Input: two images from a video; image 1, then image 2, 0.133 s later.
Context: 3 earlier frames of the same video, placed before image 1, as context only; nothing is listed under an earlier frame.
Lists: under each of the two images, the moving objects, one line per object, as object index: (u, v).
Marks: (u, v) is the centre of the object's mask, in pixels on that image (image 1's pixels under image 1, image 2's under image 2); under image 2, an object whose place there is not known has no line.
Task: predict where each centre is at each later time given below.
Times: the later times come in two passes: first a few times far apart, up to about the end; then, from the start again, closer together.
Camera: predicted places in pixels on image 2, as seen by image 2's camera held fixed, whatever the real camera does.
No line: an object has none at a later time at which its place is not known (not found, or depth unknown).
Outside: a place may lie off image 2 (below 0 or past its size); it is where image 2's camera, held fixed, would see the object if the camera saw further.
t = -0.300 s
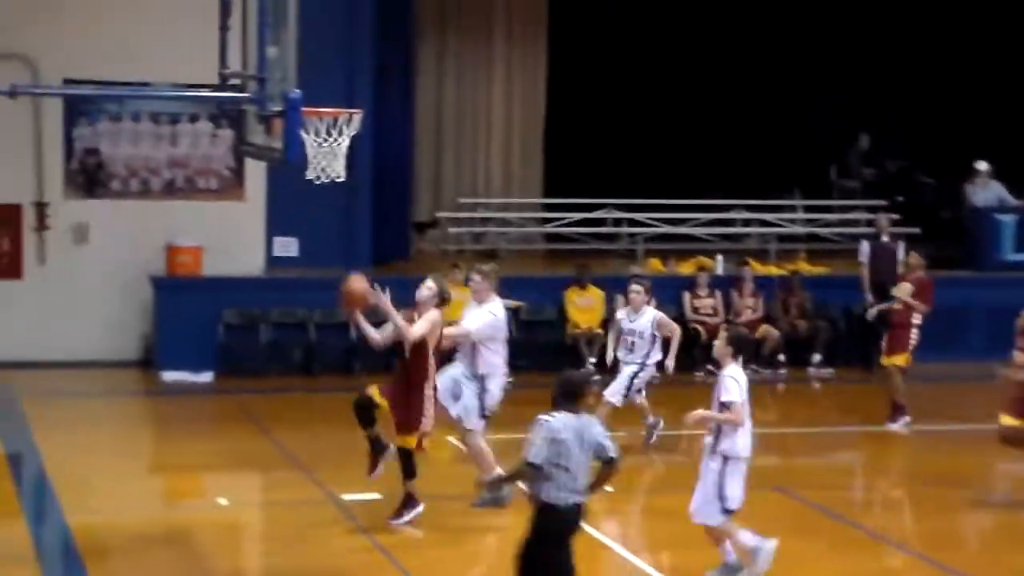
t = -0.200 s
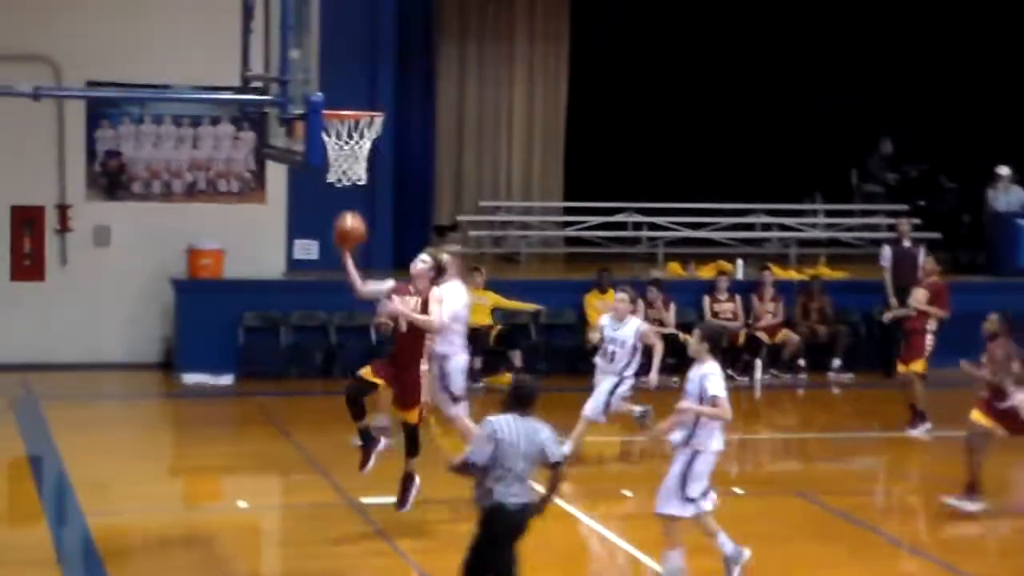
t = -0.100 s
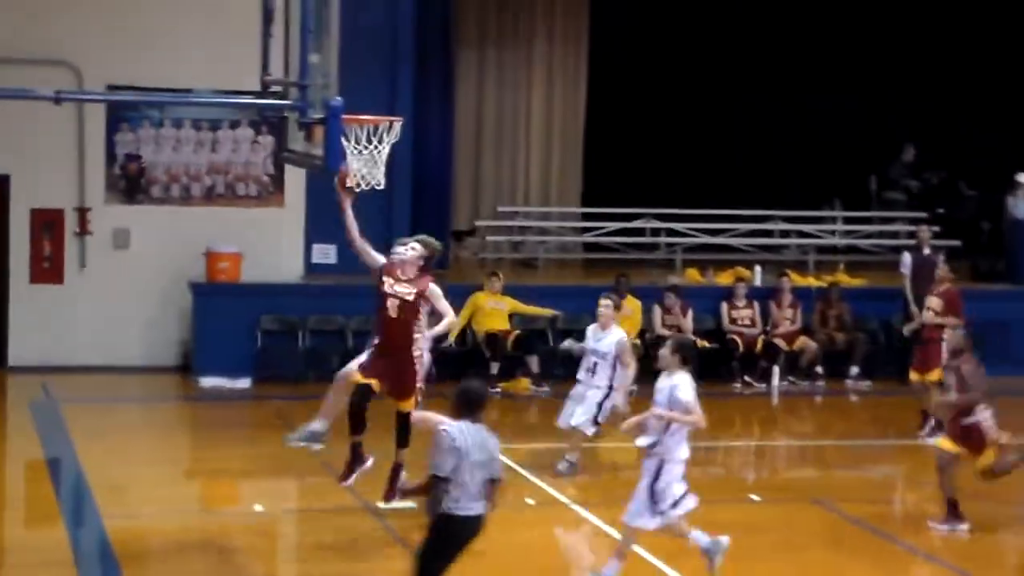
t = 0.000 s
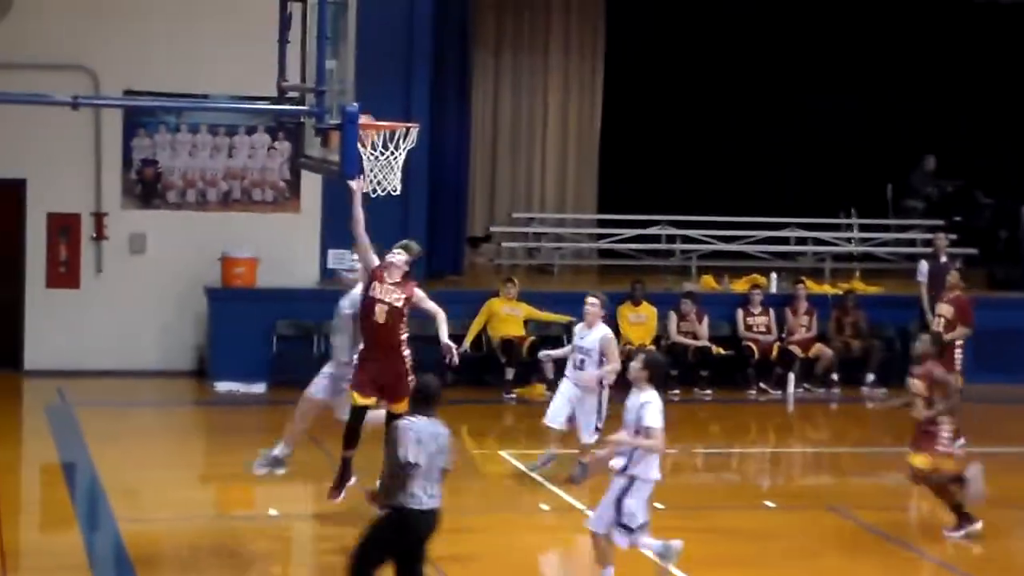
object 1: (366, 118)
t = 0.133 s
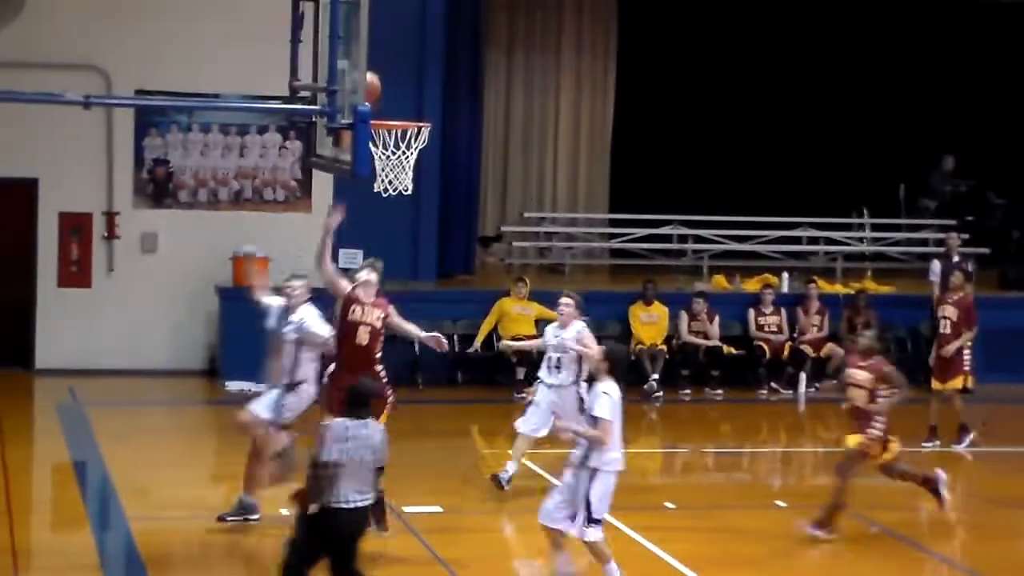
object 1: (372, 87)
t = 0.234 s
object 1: (371, 69)
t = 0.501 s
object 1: (389, 99)
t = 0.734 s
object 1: (412, 184)
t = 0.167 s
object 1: (372, 81)
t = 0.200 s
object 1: (368, 70)
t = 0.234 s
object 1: (371, 69)
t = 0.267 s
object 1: (371, 66)
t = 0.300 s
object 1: (369, 63)
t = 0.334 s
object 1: (375, 67)
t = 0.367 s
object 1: (377, 70)
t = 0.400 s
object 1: (379, 75)
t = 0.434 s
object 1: (382, 82)
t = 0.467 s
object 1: (386, 89)
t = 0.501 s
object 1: (389, 99)
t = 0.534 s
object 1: (393, 106)
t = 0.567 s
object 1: (396, 113)
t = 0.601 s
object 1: (402, 135)
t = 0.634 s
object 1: (405, 148)
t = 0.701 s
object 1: (409, 161)
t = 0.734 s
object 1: (412, 184)
